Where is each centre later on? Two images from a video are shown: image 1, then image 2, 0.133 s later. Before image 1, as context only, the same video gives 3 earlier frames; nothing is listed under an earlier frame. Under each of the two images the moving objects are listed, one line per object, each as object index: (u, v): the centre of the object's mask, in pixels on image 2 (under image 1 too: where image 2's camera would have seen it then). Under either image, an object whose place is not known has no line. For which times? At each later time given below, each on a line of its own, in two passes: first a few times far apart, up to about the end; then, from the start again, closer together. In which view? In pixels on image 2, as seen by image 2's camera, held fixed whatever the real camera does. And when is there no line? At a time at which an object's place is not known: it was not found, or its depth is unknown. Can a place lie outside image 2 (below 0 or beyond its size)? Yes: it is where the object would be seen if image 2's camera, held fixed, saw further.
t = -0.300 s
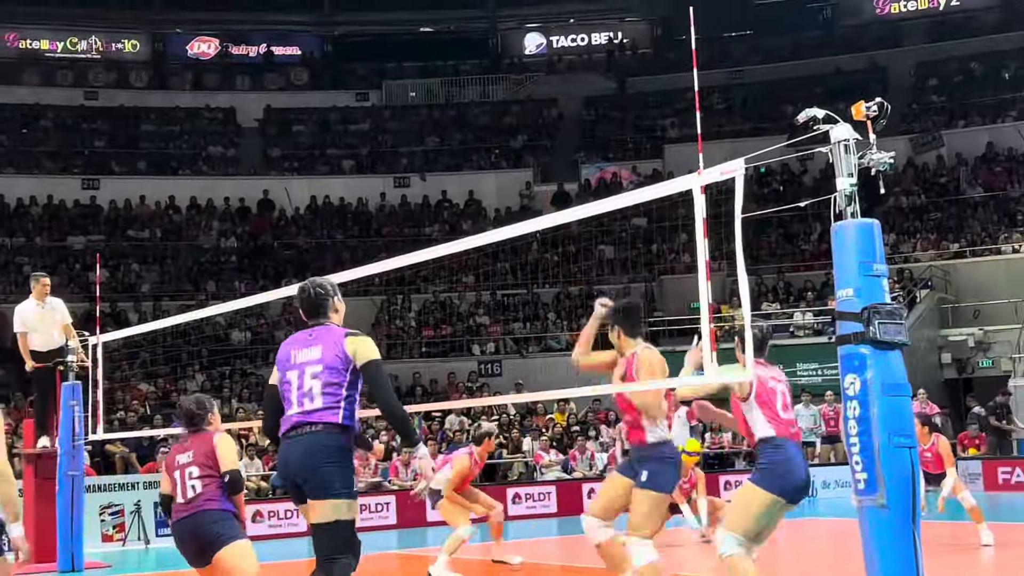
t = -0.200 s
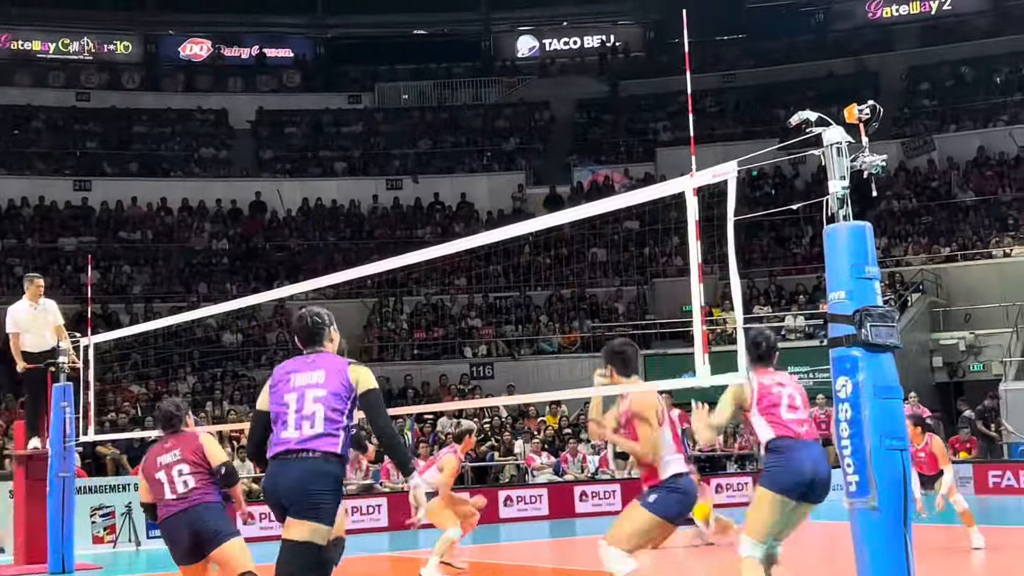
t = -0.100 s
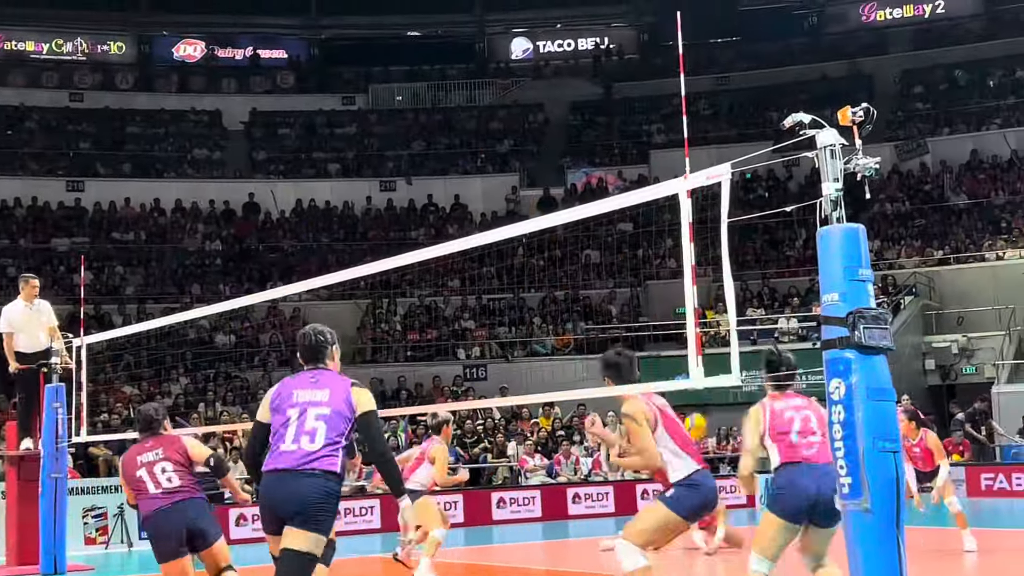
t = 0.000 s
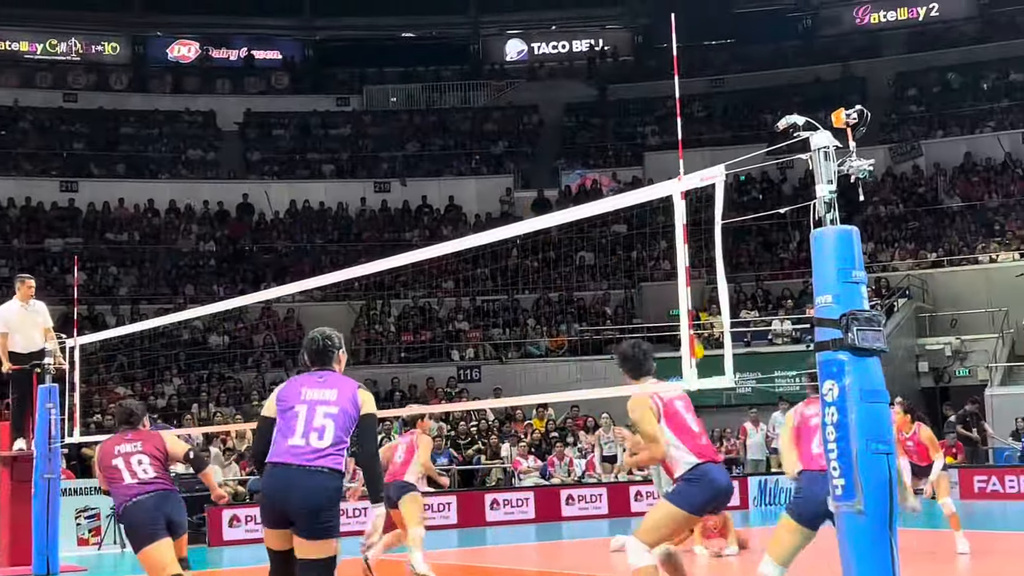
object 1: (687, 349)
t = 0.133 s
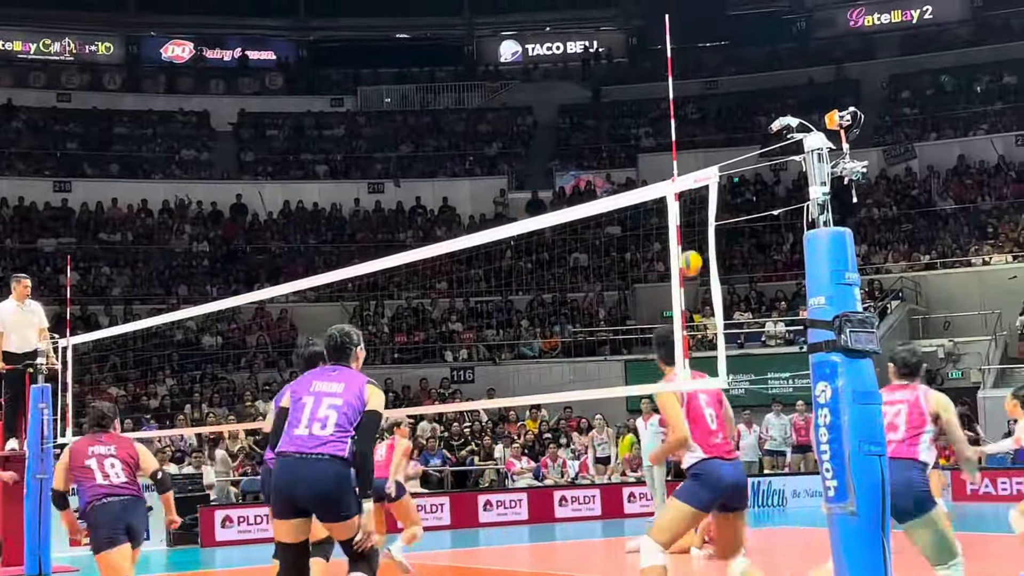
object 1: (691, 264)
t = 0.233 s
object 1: (696, 207)
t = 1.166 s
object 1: (773, 198)
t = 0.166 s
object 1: (693, 243)
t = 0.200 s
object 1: (694, 225)
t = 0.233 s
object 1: (696, 207)
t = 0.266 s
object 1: (699, 194)
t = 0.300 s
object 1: (700, 167)
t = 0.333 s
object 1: (703, 159)
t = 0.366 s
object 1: (707, 147)
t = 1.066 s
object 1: (766, 147)
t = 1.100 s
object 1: (769, 162)
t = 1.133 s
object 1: (771, 180)
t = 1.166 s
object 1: (773, 198)
